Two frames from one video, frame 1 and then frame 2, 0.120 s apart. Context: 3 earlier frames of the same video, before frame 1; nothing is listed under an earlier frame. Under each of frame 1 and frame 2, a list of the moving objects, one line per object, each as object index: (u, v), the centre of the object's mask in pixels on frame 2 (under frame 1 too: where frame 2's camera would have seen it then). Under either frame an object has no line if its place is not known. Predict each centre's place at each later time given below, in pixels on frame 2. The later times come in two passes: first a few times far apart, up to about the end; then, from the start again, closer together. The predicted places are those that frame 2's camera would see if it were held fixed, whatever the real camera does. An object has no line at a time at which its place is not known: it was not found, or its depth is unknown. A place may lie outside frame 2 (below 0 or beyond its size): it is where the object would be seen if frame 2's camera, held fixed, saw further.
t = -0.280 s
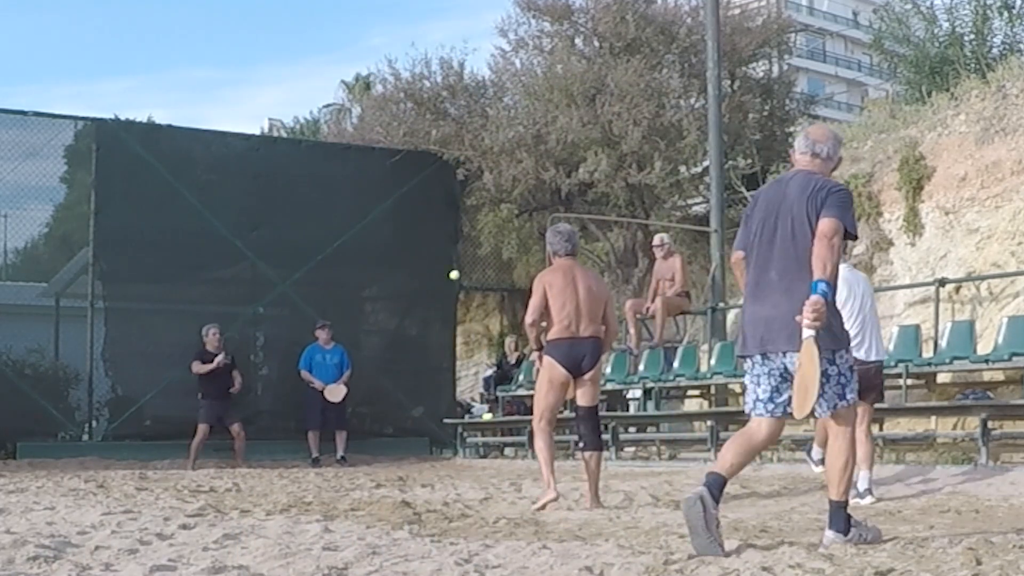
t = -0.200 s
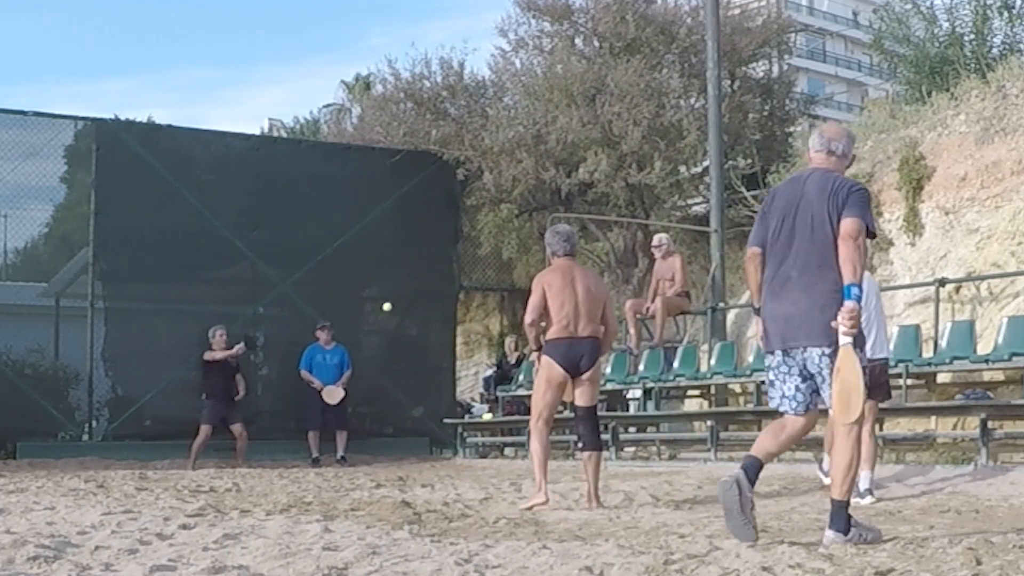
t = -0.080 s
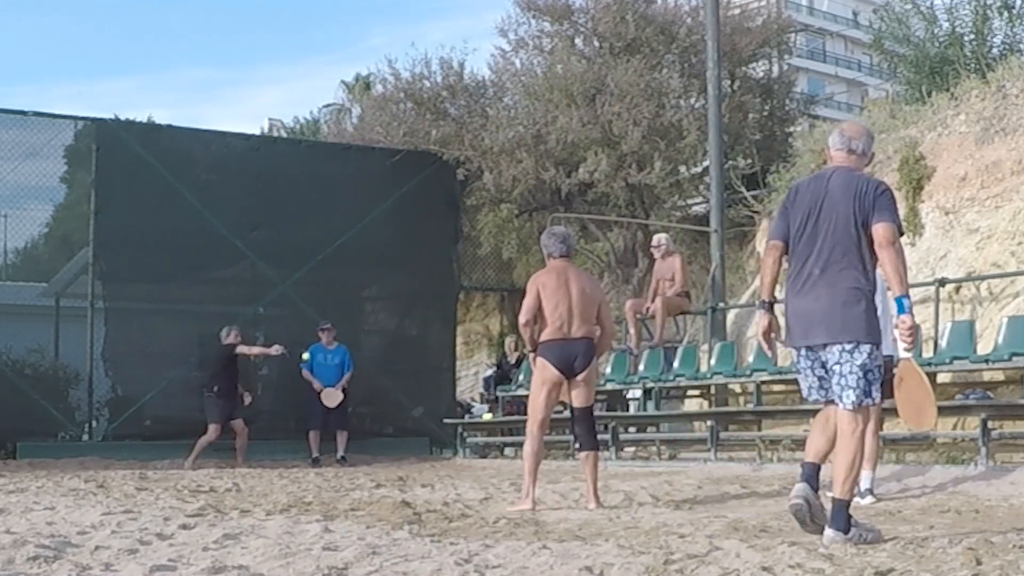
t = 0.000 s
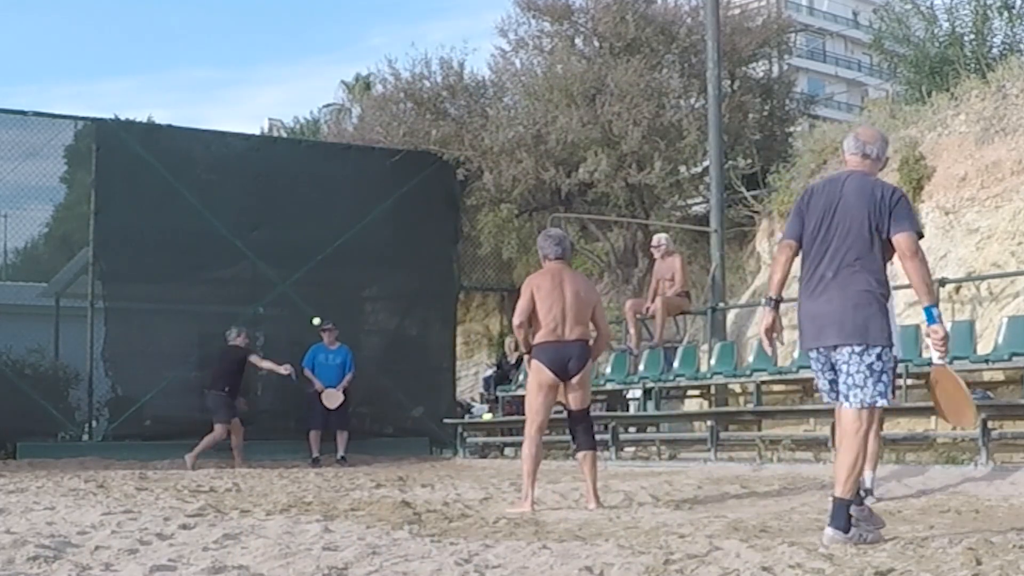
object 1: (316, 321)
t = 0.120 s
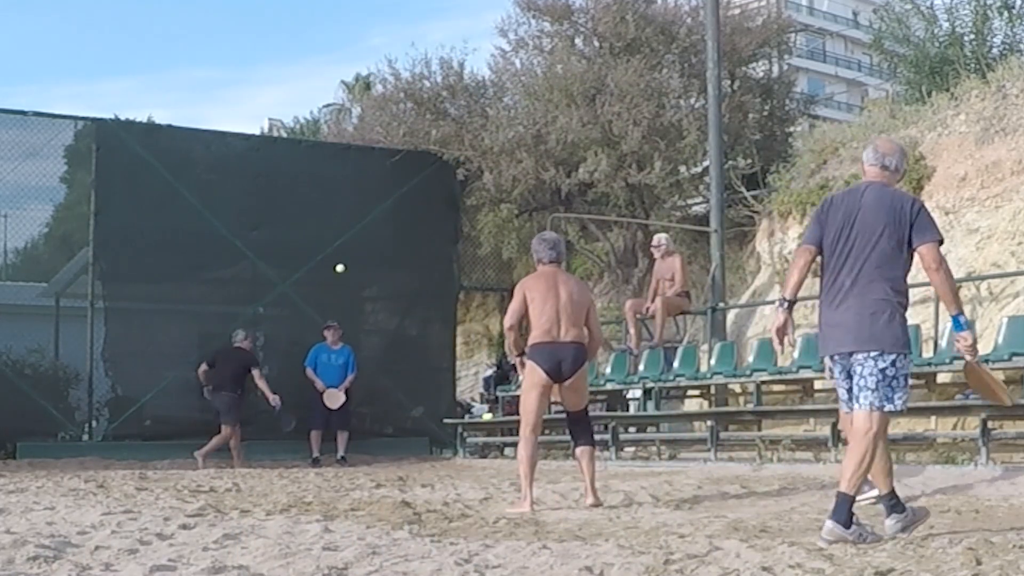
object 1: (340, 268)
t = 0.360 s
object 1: (390, 193)
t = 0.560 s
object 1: (435, 169)
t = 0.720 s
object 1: (475, 177)
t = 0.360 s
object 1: (390, 193)
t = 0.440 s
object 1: (407, 179)
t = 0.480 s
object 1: (417, 174)
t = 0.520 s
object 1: (426, 171)
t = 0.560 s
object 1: (435, 169)
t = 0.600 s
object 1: (445, 168)
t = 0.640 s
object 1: (455, 170)
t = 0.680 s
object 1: (464, 173)
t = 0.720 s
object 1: (475, 177)
